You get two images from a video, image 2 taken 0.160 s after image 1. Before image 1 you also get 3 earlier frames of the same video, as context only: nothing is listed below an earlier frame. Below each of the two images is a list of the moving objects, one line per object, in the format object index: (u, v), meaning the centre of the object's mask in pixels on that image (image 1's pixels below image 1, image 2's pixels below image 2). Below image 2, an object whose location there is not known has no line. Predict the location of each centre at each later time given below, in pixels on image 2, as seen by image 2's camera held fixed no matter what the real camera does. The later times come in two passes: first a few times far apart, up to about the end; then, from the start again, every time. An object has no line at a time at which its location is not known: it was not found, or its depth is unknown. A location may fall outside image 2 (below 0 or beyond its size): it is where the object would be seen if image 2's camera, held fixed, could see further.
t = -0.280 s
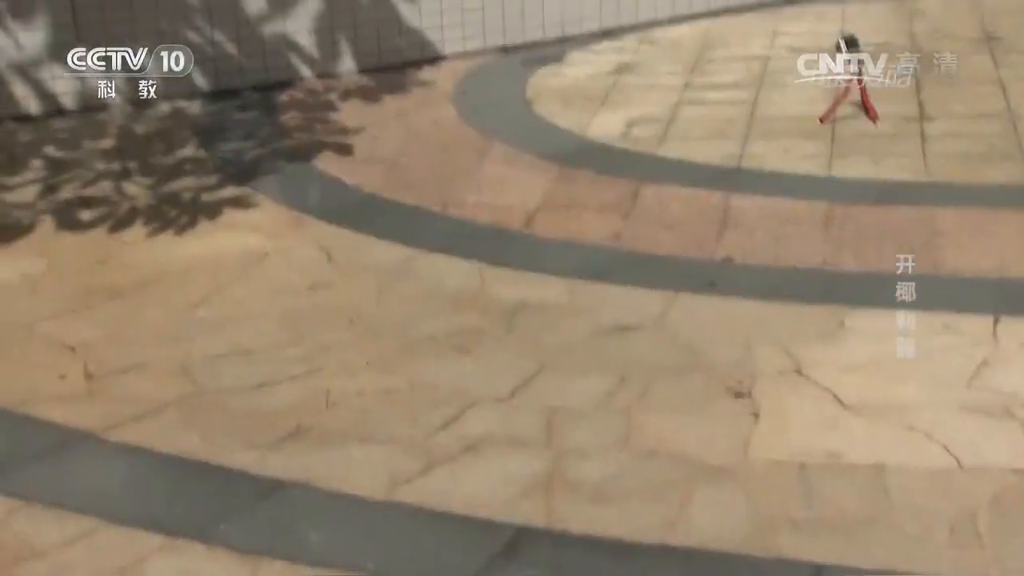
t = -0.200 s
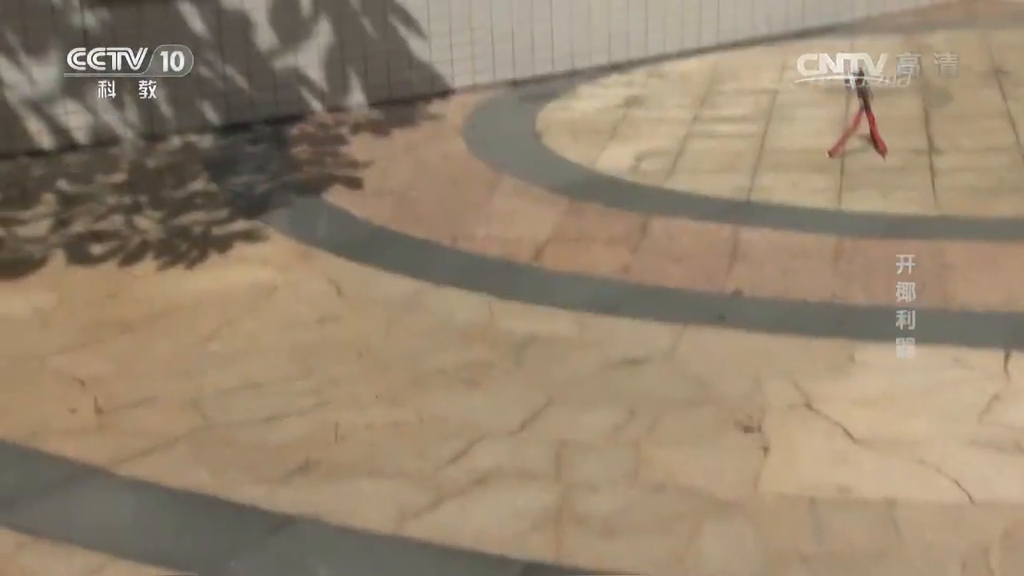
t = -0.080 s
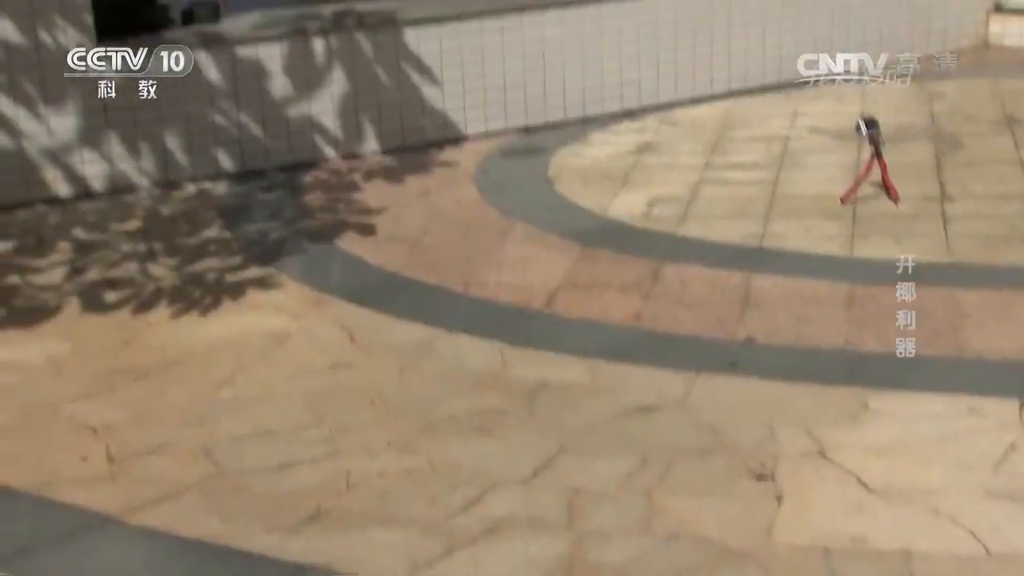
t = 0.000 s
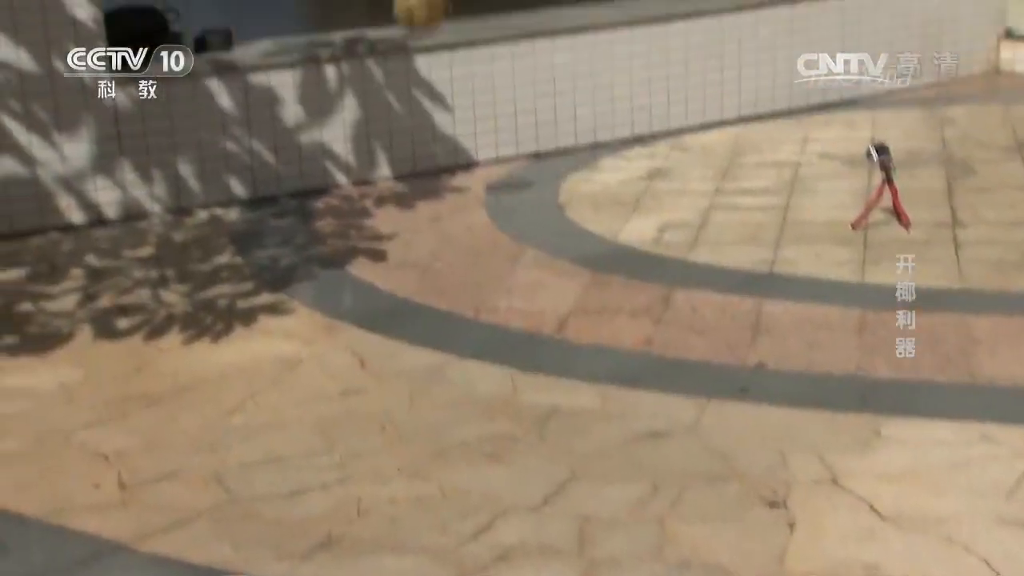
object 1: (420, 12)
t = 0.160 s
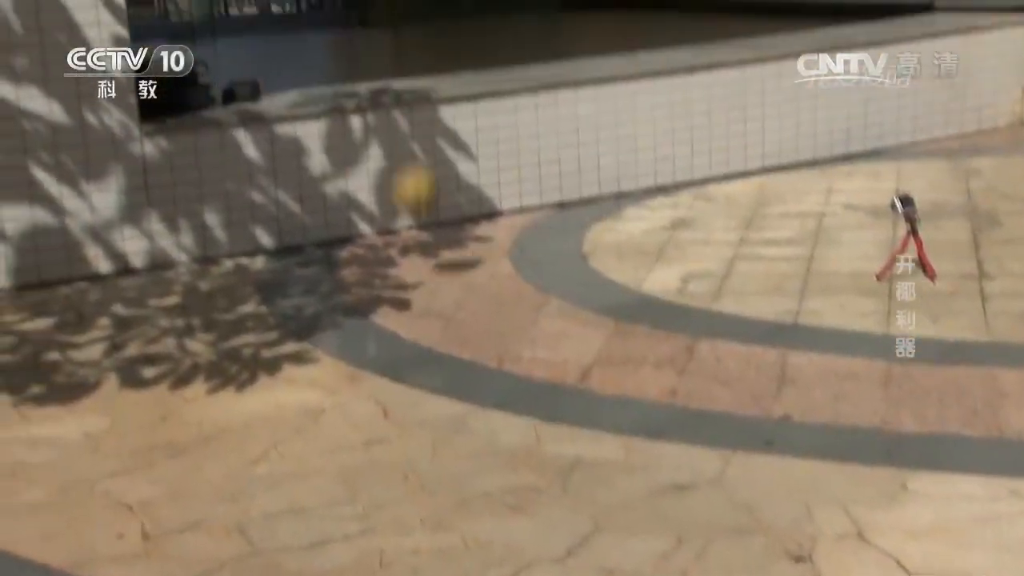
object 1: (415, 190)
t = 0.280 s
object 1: (392, 244)
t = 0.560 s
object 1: (320, 255)
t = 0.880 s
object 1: (293, 245)
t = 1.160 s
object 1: (283, 235)
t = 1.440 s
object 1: (313, 230)
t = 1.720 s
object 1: (347, 227)
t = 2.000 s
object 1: (366, 226)
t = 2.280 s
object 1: (360, 225)
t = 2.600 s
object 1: (357, 226)
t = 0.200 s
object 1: (408, 235)
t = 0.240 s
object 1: (403, 260)
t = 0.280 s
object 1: (392, 244)
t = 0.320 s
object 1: (381, 233)
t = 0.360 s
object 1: (370, 226)
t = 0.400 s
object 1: (359, 224)
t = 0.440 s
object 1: (349, 227)
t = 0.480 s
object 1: (339, 234)
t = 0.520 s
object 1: (329, 243)
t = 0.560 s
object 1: (320, 255)
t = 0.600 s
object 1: (315, 253)
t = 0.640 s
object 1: (310, 250)
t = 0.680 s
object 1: (307, 250)
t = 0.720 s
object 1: (303, 252)
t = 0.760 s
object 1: (300, 253)
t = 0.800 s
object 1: (297, 252)
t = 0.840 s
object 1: (295, 247)
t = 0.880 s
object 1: (293, 245)
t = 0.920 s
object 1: (292, 244)
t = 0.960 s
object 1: (291, 242)
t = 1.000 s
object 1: (290, 241)
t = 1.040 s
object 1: (287, 239)
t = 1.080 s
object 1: (286, 236)
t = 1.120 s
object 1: (283, 235)
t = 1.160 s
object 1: (283, 235)
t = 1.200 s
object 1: (283, 234)
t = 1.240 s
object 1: (285, 234)
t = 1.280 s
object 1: (289, 232)
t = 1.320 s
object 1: (294, 231)
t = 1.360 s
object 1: (297, 231)
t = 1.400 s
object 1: (303, 230)
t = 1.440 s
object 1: (313, 230)
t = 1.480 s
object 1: (317, 229)
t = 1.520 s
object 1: (322, 229)
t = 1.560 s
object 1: (328, 228)
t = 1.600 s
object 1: (331, 227)
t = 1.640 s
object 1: (337, 228)
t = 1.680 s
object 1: (341, 228)
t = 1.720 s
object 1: (347, 227)
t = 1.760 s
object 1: (350, 227)
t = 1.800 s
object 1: (354, 228)
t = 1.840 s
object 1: (358, 228)
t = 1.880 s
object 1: (361, 227)
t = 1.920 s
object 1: (364, 227)
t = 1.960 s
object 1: (366, 226)
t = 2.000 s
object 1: (366, 226)
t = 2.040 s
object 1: (366, 226)
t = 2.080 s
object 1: (366, 226)
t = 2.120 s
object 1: (365, 225)
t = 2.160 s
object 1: (364, 225)
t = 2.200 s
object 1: (363, 225)
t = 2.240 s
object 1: (362, 225)
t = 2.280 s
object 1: (360, 225)
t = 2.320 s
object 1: (360, 225)
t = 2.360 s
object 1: (359, 225)
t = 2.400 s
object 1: (359, 225)
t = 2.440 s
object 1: (358, 225)
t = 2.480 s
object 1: (358, 226)
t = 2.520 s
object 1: (358, 226)
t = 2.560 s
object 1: (357, 227)
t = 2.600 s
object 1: (357, 226)
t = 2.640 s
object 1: (356, 226)
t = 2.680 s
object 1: (356, 226)
